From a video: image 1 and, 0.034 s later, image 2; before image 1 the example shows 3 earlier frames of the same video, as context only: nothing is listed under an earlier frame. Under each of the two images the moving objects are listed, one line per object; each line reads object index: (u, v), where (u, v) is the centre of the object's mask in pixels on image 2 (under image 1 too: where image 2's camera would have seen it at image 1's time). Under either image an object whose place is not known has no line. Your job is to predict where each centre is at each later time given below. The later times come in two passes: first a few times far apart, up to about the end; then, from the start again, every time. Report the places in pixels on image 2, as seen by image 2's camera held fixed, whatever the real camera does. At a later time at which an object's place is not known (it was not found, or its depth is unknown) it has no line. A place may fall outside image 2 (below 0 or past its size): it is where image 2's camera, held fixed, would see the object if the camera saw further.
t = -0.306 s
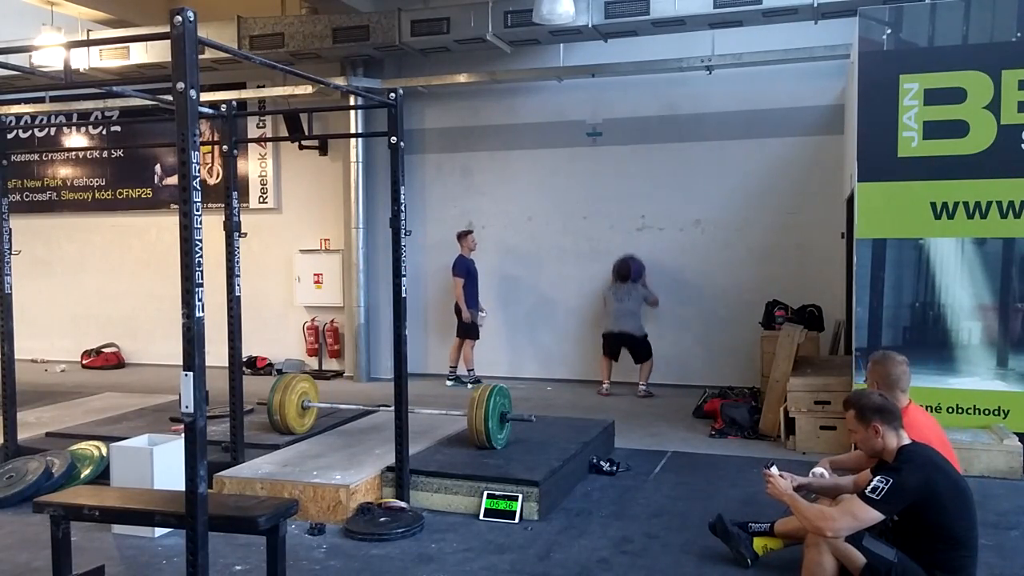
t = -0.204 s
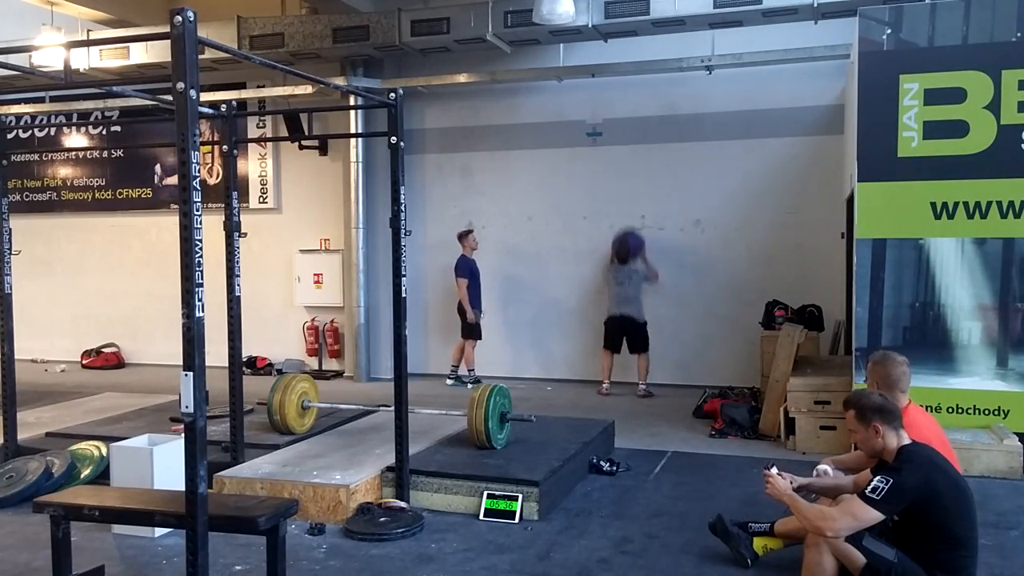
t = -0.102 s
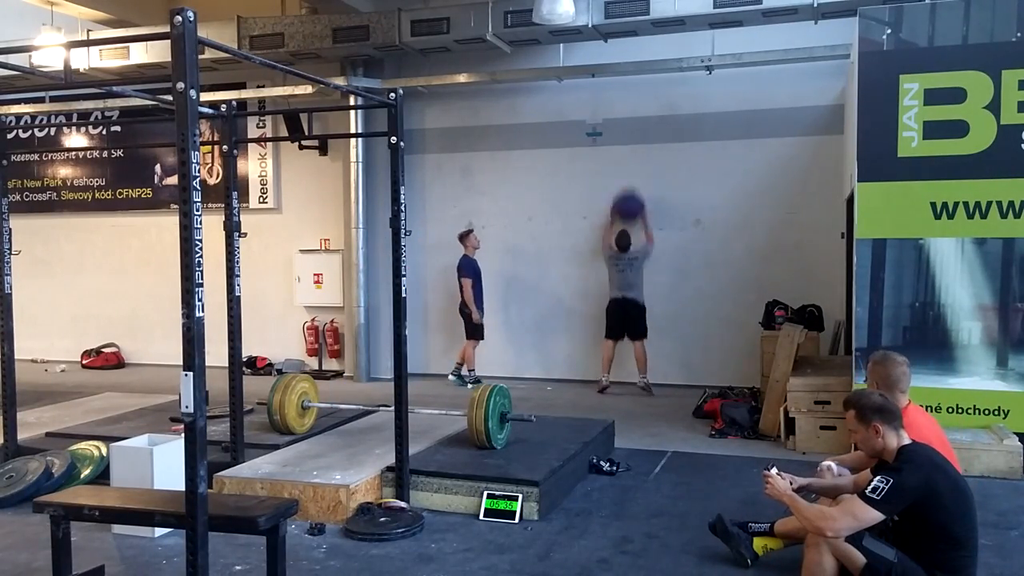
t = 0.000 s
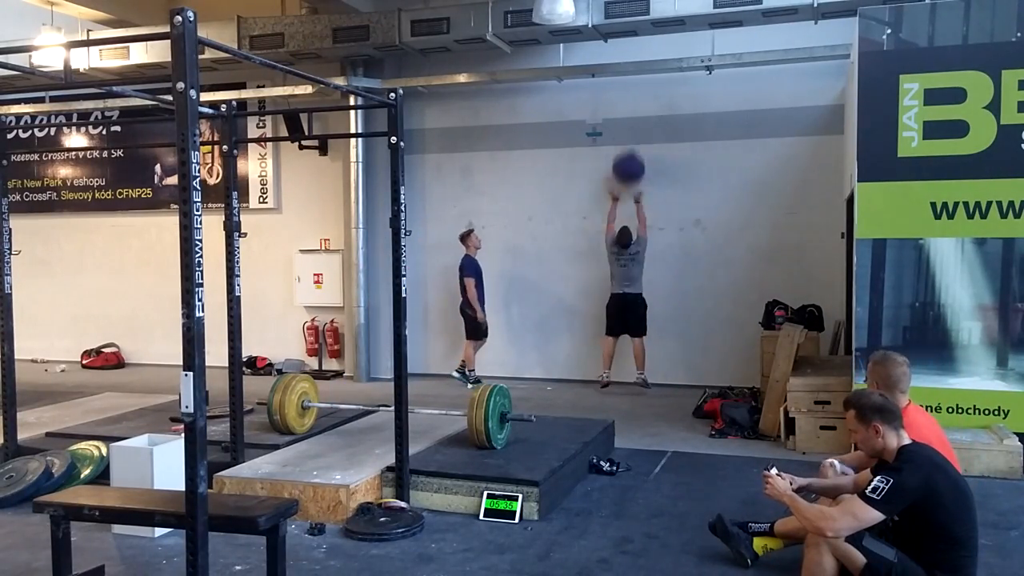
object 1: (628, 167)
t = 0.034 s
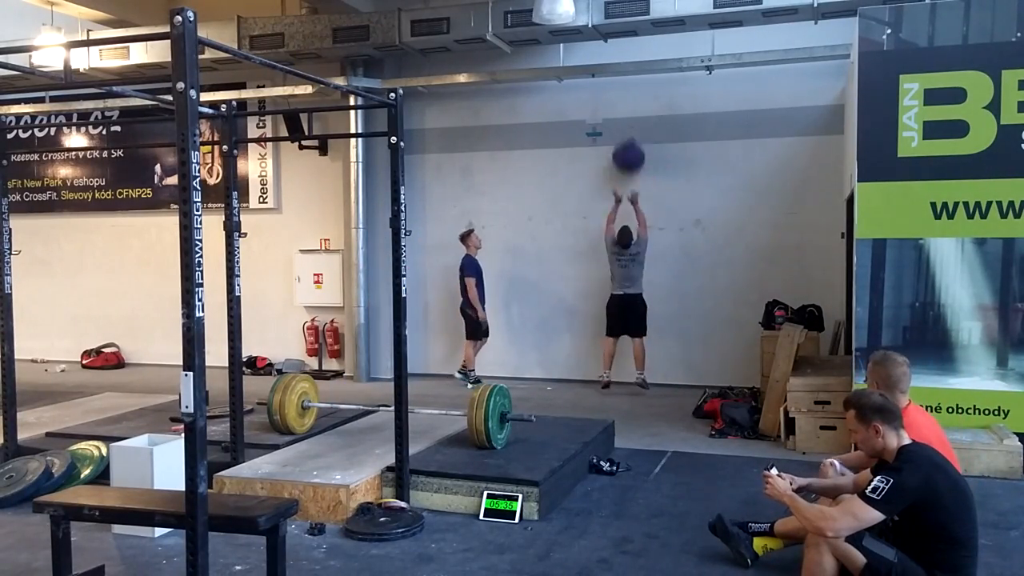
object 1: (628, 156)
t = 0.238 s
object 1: (628, 112)
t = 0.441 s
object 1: (627, 105)
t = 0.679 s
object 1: (625, 142)
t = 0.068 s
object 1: (628, 146)
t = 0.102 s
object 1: (628, 138)
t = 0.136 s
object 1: (628, 130)
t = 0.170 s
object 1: (628, 123)
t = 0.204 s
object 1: (628, 117)
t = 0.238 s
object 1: (628, 112)
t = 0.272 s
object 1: (628, 109)
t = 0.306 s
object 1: (628, 107)
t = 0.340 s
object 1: (628, 105)
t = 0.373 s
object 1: (627, 104)
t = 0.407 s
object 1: (627, 104)
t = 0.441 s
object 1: (627, 105)
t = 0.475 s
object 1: (627, 107)
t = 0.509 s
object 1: (627, 110)
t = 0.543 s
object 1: (626, 114)
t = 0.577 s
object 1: (626, 119)
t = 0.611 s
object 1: (626, 126)
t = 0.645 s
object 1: (626, 133)
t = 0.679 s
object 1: (625, 142)
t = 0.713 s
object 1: (625, 151)
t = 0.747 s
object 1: (625, 161)
